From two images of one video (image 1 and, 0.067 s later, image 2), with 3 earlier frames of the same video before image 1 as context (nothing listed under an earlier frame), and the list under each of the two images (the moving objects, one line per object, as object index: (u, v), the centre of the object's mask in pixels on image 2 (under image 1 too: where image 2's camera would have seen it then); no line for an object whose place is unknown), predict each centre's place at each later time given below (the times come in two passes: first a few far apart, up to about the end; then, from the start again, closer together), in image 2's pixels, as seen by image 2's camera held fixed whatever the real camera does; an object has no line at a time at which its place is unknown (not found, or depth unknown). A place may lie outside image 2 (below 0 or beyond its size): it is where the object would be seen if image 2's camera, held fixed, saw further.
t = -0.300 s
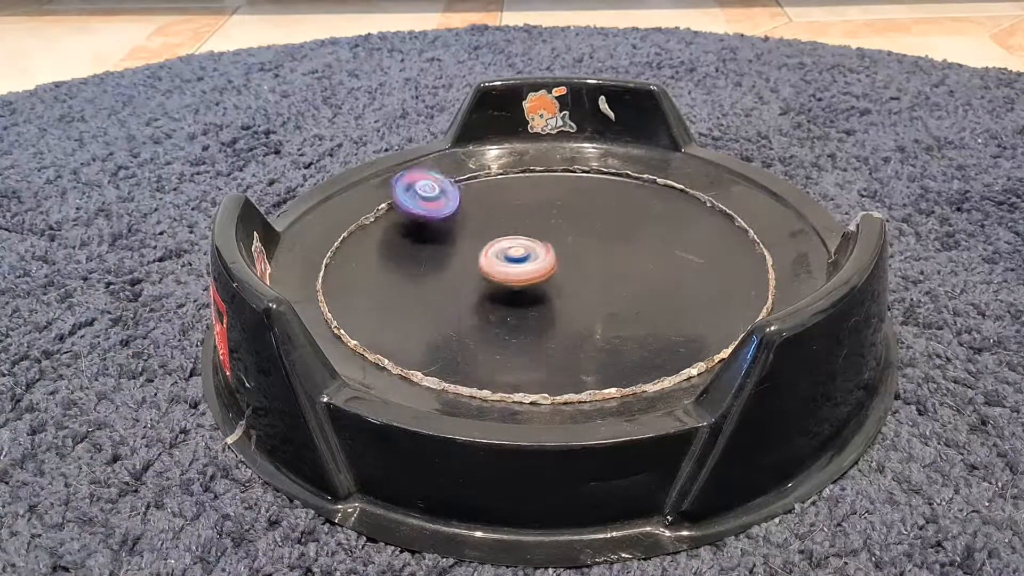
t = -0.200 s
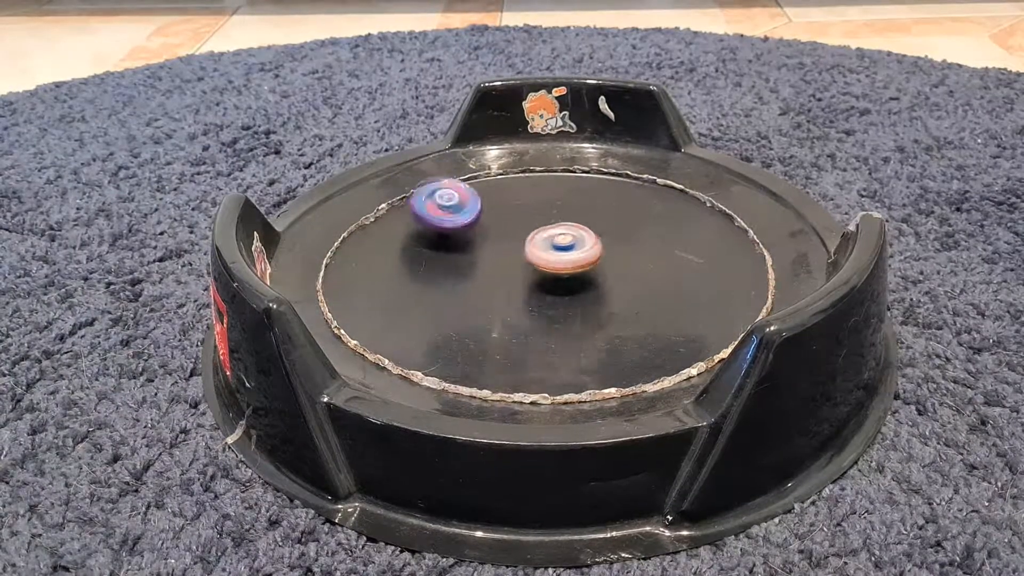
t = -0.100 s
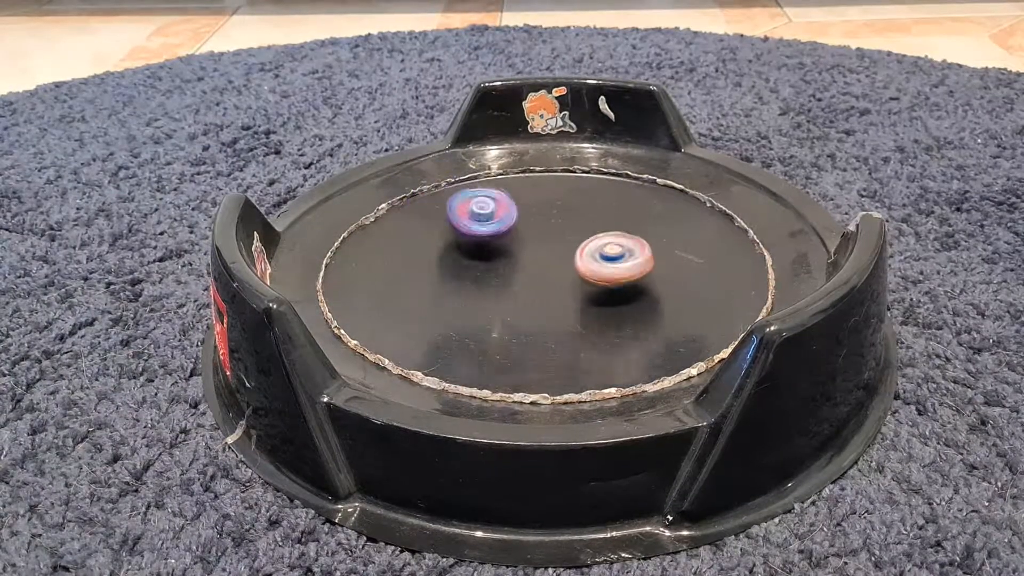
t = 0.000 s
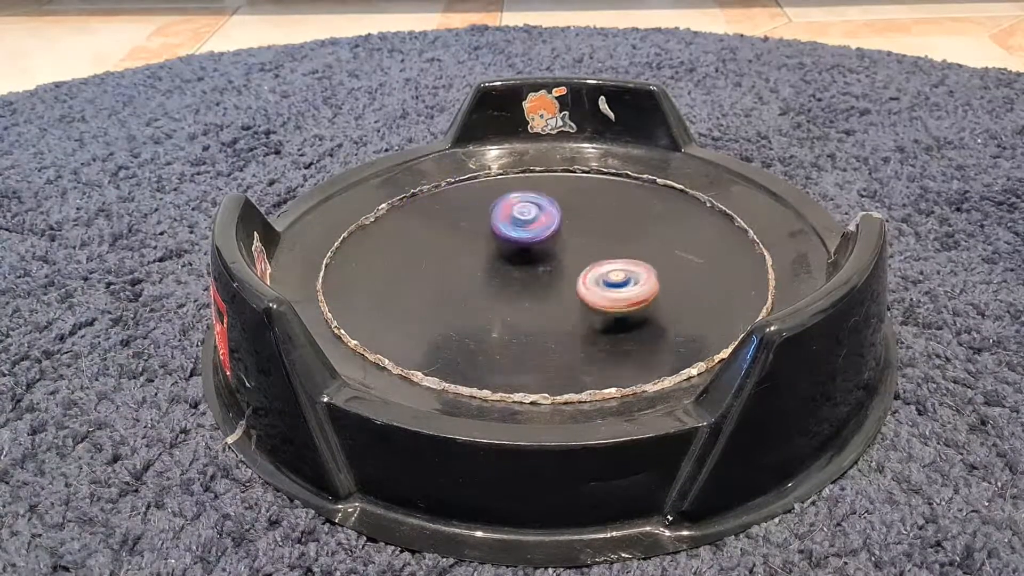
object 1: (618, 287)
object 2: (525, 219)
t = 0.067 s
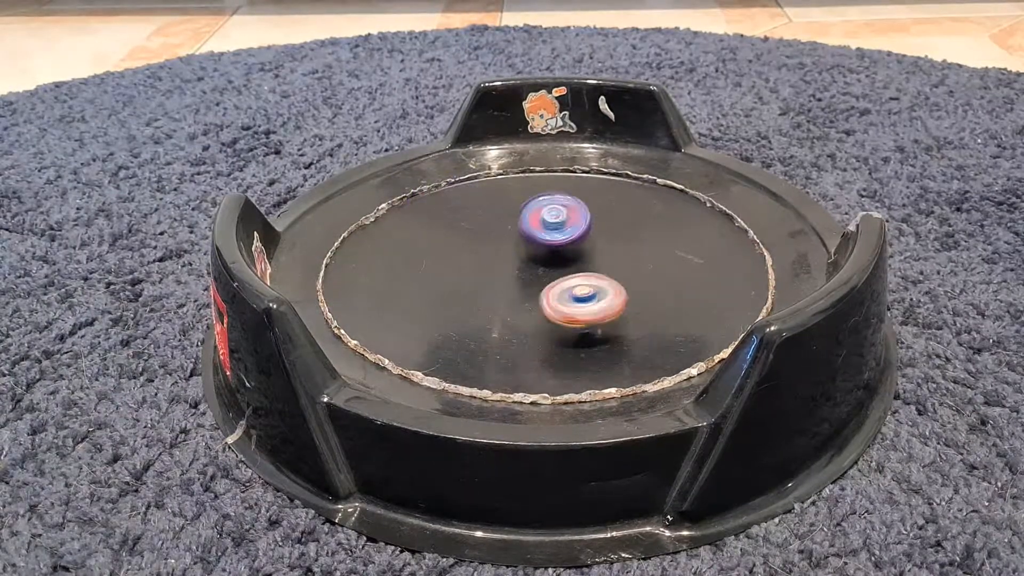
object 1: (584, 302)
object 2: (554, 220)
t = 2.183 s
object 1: (521, 286)
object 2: (516, 204)
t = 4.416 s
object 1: (543, 274)
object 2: (556, 223)
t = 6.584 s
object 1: (608, 263)
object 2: (525, 290)
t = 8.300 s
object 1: (591, 274)
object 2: (506, 289)
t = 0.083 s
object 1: (574, 303)
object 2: (561, 220)
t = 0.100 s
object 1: (560, 303)
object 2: (568, 220)
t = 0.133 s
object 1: (539, 301)
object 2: (583, 221)
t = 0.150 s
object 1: (528, 300)
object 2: (590, 221)
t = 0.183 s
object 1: (509, 293)
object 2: (603, 222)
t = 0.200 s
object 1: (503, 288)
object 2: (609, 222)
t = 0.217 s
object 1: (498, 284)
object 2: (616, 222)
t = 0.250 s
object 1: (491, 273)
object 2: (628, 222)
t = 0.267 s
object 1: (490, 267)
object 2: (633, 222)
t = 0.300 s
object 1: (492, 256)
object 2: (644, 222)
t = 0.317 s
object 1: (494, 251)
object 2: (650, 222)
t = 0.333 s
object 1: (498, 247)
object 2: (654, 222)
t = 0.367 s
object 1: (511, 237)
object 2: (662, 222)
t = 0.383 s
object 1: (517, 233)
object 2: (665, 224)
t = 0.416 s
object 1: (535, 228)
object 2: (670, 225)
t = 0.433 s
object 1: (543, 226)
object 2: (672, 226)
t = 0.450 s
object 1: (554, 225)
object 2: (673, 227)
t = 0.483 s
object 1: (572, 225)
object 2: (674, 231)
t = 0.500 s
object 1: (583, 226)
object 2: (673, 232)
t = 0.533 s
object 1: (598, 229)
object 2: (671, 237)
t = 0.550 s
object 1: (587, 230)
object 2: (688, 239)
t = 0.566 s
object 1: (576, 231)
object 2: (705, 241)
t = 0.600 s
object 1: (555, 231)
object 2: (729, 243)
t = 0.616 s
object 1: (546, 232)
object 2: (738, 244)
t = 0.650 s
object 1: (532, 233)
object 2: (750, 245)
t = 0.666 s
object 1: (525, 233)
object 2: (754, 246)
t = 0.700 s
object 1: (511, 233)
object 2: (740, 247)
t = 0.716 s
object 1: (505, 233)
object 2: (734, 246)
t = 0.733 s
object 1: (500, 232)
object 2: (727, 248)
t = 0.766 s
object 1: (488, 230)
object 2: (715, 249)
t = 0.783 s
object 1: (483, 228)
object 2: (711, 251)
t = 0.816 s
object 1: (473, 224)
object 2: (701, 256)
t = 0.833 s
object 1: (469, 222)
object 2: (696, 260)
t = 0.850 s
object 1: (465, 219)
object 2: (689, 266)
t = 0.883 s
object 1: (462, 217)
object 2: (677, 272)
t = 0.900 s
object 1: (462, 216)
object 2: (670, 277)
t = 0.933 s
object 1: (463, 216)
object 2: (656, 282)
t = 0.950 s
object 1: (464, 215)
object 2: (648, 286)
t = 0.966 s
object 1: (465, 217)
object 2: (641, 289)
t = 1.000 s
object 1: (468, 218)
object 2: (627, 295)
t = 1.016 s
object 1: (470, 220)
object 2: (617, 298)
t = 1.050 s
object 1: (475, 224)
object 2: (602, 302)
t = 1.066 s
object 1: (478, 227)
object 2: (593, 304)
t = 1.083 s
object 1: (480, 230)
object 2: (585, 306)
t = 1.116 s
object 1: (485, 237)
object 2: (568, 308)
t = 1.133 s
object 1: (486, 241)
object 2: (559, 309)
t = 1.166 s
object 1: (488, 250)
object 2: (542, 310)
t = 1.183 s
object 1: (488, 254)
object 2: (534, 309)
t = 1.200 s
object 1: (486, 258)
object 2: (525, 309)
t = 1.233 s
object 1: (483, 264)
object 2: (510, 308)
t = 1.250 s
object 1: (478, 265)
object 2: (504, 310)
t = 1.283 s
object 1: (468, 263)
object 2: (497, 313)
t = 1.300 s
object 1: (463, 262)
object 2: (492, 311)
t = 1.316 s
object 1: (460, 261)
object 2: (486, 312)
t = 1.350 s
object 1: (457, 259)
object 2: (476, 312)
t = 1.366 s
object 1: (457, 258)
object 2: (472, 310)
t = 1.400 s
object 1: (459, 256)
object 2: (462, 306)
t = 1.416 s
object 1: (461, 256)
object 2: (458, 305)
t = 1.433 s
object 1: (463, 255)
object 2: (454, 303)
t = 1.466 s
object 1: (470, 256)
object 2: (445, 298)
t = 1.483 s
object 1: (474, 257)
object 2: (441, 295)
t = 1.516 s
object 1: (483, 258)
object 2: (432, 289)
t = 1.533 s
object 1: (486, 259)
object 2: (429, 285)
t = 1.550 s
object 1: (491, 262)
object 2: (427, 282)
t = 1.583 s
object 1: (500, 264)
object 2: (422, 276)
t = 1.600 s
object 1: (505, 266)
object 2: (421, 273)
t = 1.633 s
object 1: (516, 269)
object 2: (418, 266)
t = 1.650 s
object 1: (521, 271)
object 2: (416, 264)
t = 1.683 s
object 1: (530, 275)
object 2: (416, 258)
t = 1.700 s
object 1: (533, 277)
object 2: (418, 255)
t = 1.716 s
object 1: (536, 280)
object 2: (419, 252)
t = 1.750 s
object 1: (544, 284)
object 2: (421, 246)
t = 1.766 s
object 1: (547, 286)
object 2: (422, 244)
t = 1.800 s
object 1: (552, 293)
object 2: (426, 238)
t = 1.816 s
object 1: (554, 296)
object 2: (429, 236)
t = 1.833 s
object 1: (554, 299)
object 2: (432, 233)
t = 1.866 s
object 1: (551, 304)
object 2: (438, 229)
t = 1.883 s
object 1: (548, 307)
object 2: (441, 227)
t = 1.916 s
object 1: (540, 310)
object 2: (448, 223)
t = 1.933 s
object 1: (535, 311)
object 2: (452, 221)
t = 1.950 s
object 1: (530, 311)
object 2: (456, 219)
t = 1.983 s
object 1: (523, 311)
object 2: (463, 215)
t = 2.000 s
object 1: (519, 310)
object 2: (467, 214)
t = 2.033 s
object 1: (513, 309)
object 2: (475, 211)
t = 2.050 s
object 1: (511, 307)
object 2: (479, 210)
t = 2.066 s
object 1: (510, 305)
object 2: (483, 209)
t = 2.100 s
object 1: (509, 301)
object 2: (492, 207)
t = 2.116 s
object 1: (508, 297)
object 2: (497, 207)
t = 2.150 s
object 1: (512, 292)
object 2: (506, 204)
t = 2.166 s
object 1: (516, 288)
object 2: (511, 204)
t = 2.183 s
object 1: (521, 286)
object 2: (516, 204)
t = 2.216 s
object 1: (533, 281)
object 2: (525, 205)
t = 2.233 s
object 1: (539, 279)
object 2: (531, 206)
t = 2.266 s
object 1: (554, 276)
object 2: (540, 207)
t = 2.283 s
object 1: (561, 274)
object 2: (546, 207)
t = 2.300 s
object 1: (569, 274)
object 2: (552, 209)
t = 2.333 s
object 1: (583, 273)
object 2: (560, 210)
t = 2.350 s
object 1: (591, 273)
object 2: (565, 211)
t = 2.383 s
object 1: (604, 273)
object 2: (574, 212)
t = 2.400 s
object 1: (611, 274)
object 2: (579, 214)
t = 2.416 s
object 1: (616, 275)
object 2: (585, 216)
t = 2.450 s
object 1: (624, 279)
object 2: (593, 219)
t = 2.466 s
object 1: (626, 282)
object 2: (598, 220)
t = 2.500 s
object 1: (627, 286)
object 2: (607, 226)
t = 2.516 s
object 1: (625, 288)
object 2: (610, 228)
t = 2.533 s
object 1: (621, 291)
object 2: (614, 229)
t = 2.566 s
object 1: (614, 294)
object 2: (622, 235)
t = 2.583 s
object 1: (609, 296)
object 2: (625, 237)
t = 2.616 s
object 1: (597, 298)
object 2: (632, 243)
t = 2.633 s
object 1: (591, 297)
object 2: (635, 245)
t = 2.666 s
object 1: (578, 297)
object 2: (640, 252)
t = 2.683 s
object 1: (572, 293)
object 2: (643, 253)
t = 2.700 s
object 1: (567, 290)
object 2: (644, 257)
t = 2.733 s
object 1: (559, 285)
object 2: (648, 261)
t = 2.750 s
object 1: (556, 281)
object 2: (651, 264)
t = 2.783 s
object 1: (553, 274)
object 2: (654, 269)
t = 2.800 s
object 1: (553, 270)
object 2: (655, 272)
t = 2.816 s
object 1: (552, 267)
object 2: (656, 274)
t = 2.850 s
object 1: (556, 259)
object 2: (656, 279)
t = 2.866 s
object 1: (558, 255)
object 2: (656, 282)
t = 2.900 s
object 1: (565, 249)
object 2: (654, 288)
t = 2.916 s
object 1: (569, 246)
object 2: (653, 290)
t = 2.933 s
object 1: (574, 244)
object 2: (653, 292)
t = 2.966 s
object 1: (584, 242)
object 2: (649, 297)
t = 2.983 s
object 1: (589, 241)
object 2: (646, 300)
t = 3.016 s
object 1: (598, 241)
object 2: (640, 305)
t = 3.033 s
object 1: (602, 242)
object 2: (637, 307)
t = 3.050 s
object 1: (605, 243)
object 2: (634, 308)
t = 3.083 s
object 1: (609, 245)
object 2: (626, 313)
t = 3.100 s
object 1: (610, 247)
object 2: (622, 313)
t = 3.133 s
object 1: (610, 251)
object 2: (614, 317)
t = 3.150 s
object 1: (610, 254)
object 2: (609, 319)
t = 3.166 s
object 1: (608, 256)
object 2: (605, 320)
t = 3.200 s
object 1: (602, 263)
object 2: (595, 321)
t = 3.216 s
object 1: (598, 266)
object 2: (590, 321)
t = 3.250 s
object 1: (587, 270)
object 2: (580, 322)
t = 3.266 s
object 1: (581, 272)
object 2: (573, 322)
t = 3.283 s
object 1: (574, 273)
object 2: (567, 323)
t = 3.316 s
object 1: (559, 274)
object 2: (557, 323)
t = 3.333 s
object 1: (553, 274)
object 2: (552, 322)
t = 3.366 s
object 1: (538, 273)
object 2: (541, 321)
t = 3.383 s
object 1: (532, 272)
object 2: (536, 319)
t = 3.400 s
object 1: (524, 271)
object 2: (530, 318)
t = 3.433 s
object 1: (513, 268)
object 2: (520, 315)
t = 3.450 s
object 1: (506, 266)
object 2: (516, 313)
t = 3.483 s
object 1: (497, 261)
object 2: (505, 309)
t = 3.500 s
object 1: (494, 258)
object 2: (500, 307)
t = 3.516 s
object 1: (491, 255)
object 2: (497, 305)
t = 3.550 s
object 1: (489, 249)
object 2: (488, 301)
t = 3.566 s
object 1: (491, 243)
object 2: (482, 295)
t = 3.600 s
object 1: (497, 239)
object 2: (476, 291)
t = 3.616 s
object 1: (501, 237)
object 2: (473, 287)
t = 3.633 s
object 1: (506, 237)
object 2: (470, 285)
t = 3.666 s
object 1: (515, 237)
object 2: (466, 281)
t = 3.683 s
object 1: (520, 238)
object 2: (463, 277)
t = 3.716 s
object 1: (529, 240)
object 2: (460, 272)
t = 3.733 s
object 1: (534, 242)
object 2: (460, 270)
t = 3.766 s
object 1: (541, 247)
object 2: (459, 265)
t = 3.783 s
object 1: (544, 250)
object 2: (458, 262)
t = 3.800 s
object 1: (548, 253)
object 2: (459, 260)
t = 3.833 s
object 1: (552, 261)
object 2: (460, 255)
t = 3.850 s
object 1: (554, 265)
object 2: (460, 252)
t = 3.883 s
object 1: (553, 272)
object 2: (463, 247)
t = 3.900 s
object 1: (552, 274)
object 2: (465, 246)
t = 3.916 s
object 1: (550, 278)
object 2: (466, 243)
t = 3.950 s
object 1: (545, 284)
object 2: (470, 238)
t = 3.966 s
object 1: (542, 286)
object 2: (472, 236)
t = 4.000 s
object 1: (533, 292)
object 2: (477, 232)
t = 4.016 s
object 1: (529, 293)
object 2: (479, 230)
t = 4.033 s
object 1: (524, 295)
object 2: (482, 228)
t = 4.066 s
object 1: (513, 297)
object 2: (486, 225)
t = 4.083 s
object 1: (507, 297)
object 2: (489, 224)
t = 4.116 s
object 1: (495, 295)
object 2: (494, 221)
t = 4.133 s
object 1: (490, 295)
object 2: (497, 220)
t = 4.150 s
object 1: (486, 293)
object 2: (501, 219)
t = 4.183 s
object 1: (481, 287)
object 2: (505, 218)
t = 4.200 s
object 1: (481, 286)
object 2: (509, 216)
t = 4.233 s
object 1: (483, 280)
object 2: (515, 216)
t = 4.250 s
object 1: (486, 278)
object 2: (518, 217)
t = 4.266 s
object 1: (490, 275)
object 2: (521, 218)
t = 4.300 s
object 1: (499, 273)
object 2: (530, 220)
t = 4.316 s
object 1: (505, 272)
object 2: (533, 220)
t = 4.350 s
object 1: (517, 271)
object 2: (540, 221)
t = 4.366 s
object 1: (525, 270)
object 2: (546, 223)
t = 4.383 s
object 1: (532, 270)
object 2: (550, 223)
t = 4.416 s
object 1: (543, 274)
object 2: (556, 223)
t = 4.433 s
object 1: (549, 275)
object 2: (560, 224)
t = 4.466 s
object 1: (560, 280)
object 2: (566, 221)
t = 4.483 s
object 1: (566, 283)
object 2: (570, 220)
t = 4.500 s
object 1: (569, 284)
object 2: (573, 220)
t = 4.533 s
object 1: (577, 290)
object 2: (577, 219)
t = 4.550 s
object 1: (581, 292)
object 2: (579, 220)
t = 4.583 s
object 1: (586, 297)
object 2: (583, 222)
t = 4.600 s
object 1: (588, 300)
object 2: (586, 223)
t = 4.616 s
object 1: (589, 302)
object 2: (588, 224)
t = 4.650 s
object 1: (588, 307)
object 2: (591, 228)
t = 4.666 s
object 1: (587, 309)
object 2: (593, 229)
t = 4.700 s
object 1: (580, 313)
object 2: (595, 233)
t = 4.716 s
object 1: (577, 314)
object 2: (597, 236)
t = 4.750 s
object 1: (571, 315)
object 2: (601, 241)
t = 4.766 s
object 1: (566, 315)
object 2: (601, 242)
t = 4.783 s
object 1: (562, 315)
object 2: (603, 245)
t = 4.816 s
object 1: (556, 312)
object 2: (606, 250)
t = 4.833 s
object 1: (551, 311)
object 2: (607, 252)
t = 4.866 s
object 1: (545, 307)
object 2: (610, 258)
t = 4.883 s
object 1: (542, 305)
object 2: (610, 260)
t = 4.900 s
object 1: (540, 301)
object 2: (611, 263)
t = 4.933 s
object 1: (538, 295)
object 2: (614, 267)
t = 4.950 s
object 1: (539, 292)
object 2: (614, 270)
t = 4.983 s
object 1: (531, 288)
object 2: (624, 273)
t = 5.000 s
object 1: (528, 285)
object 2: (628, 272)
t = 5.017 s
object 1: (527, 282)
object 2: (632, 274)
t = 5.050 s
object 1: (525, 278)
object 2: (639, 275)
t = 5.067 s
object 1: (525, 273)
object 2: (643, 276)
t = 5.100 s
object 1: (524, 267)
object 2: (648, 276)
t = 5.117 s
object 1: (525, 265)
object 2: (650, 276)
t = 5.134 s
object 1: (527, 261)
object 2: (651, 276)
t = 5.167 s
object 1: (530, 255)
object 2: (652, 276)
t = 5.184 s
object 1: (533, 253)
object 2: (652, 275)
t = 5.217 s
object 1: (539, 248)
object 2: (649, 276)
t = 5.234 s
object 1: (542, 246)
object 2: (645, 276)
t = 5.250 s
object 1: (547, 244)
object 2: (641, 276)
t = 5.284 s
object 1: (556, 240)
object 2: (635, 277)
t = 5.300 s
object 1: (561, 240)
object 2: (632, 276)
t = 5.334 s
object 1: (572, 238)
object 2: (620, 278)
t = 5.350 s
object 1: (576, 238)
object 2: (614, 279)
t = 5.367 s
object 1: (580, 239)
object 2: (608, 280)
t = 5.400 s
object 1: (587, 238)
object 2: (600, 286)
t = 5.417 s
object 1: (589, 237)
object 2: (597, 290)
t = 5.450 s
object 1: (592, 237)
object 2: (589, 296)
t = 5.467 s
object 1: (593, 238)
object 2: (586, 297)
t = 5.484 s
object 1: (593, 237)
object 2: (582, 298)
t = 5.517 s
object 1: (594, 239)
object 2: (573, 302)
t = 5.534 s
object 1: (594, 240)
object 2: (571, 304)
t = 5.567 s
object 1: (592, 241)
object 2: (563, 305)
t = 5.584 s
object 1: (591, 242)
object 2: (557, 306)
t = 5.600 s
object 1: (590, 244)
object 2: (553, 307)
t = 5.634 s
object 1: (586, 248)
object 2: (544, 308)
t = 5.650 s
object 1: (583, 251)
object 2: (538, 308)
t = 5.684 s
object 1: (575, 254)
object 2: (529, 309)
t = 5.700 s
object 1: (571, 256)
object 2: (524, 309)
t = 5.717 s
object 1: (568, 259)
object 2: (520, 308)
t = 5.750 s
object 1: (557, 262)
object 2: (509, 307)
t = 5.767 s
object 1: (553, 263)
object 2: (506, 307)
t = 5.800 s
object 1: (543, 264)
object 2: (499, 306)
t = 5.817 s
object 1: (537, 264)
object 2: (494, 304)
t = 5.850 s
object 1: (528, 265)
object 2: (486, 302)
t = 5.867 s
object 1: (524, 265)
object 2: (485, 302)
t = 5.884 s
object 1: (520, 263)
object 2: (477, 301)
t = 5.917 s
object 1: (512, 259)
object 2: (470, 302)
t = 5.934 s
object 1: (510, 257)
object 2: (465, 301)
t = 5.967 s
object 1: (505, 253)
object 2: (461, 301)
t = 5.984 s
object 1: (504, 251)
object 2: (459, 302)
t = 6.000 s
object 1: (504, 247)
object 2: (459, 301)
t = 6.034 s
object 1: (505, 243)
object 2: (458, 301)
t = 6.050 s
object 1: (506, 242)
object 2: (458, 300)
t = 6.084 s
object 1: (510, 240)
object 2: (461, 300)
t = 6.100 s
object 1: (512, 238)
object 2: (462, 298)
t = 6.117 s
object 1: (514, 238)
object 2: (465, 298)
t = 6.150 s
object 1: (519, 238)
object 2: (471, 296)
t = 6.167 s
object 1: (522, 238)
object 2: (474, 295)
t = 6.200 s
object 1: (527, 239)
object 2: (481, 291)
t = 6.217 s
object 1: (530, 241)
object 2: (483, 289)
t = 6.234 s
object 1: (533, 242)
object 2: (488, 288)
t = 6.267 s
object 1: (538, 245)
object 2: (496, 285)
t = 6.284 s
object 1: (542, 247)
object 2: (499, 284)
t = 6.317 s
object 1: (550, 247)
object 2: (499, 284)
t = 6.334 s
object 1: (555, 248)
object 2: (500, 285)
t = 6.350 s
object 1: (558, 249)
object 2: (502, 285)
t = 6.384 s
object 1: (566, 250)
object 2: (510, 284)
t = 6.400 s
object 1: (569, 252)
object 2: (513, 285)
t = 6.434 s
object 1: (575, 255)
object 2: (519, 285)
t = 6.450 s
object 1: (579, 255)
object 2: (519, 286)
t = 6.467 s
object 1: (582, 256)
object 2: (518, 287)
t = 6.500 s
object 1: (591, 256)
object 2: (520, 288)
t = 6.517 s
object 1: (595, 257)
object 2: (520, 288)
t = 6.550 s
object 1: (601, 259)
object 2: (522, 290)
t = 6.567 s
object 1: (606, 260)
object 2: (523, 290)
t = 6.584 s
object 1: (608, 263)
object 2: (525, 290)
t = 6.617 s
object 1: (612, 266)
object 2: (527, 290)
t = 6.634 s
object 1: (613, 268)
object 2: (529, 290)
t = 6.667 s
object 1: (613, 273)
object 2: (532, 289)
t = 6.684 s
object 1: (615, 274)
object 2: (532, 290)
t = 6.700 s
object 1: (618, 274)
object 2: (527, 291)
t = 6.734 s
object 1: (621, 275)
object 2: (521, 291)
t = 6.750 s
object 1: (622, 277)
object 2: (521, 291)
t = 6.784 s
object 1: (623, 279)
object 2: (515, 291)
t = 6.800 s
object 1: (620, 279)
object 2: (512, 291)
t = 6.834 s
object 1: (619, 282)
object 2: (509, 291)
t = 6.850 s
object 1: (616, 283)
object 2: (507, 291)
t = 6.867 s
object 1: (613, 284)
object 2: (508, 291)
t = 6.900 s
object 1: (605, 285)
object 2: (507, 292)
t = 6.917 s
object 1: (600, 285)
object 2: (506, 292)
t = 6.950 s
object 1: (592, 286)
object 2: (508, 291)
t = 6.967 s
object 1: (592, 285)
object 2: (507, 291)
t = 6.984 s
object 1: (592, 283)
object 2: (504, 290)
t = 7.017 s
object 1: (589, 282)
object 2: (501, 290)
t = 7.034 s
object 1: (590, 281)
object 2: (501, 289)
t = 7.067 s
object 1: (588, 279)
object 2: (501, 287)
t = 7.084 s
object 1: (586, 278)
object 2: (500, 286)
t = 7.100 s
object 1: (585, 277)
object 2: (501, 286)
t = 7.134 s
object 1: (581, 275)
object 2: (502, 283)
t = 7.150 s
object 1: (581, 272)
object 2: (500, 281)
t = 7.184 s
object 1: (586, 268)
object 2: (490, 279)
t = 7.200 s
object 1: (587, 266)
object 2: (488, 278)
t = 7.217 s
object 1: (587, 265)
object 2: (485, 278)
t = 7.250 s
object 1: (591, 262)
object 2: (482, 276)
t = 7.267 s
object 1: (594, 261)
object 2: (481, 276)
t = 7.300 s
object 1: (595, 257)
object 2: (477, 275)
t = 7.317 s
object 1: (594, 257)
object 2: (477, 274)
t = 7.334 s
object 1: (596, 256)
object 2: (477, 273)
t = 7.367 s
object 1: (597, 254)
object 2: (477, 273)
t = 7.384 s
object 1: (597, 252)
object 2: (478, 272)
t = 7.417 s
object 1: (597, 252)
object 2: (483, 271)
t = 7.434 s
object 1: (596, 252)
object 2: (484, 271)
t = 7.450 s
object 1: (596, 250)
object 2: (485, 271)
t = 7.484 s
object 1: (594, 250)
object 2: (491, 270)
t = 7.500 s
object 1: (593, 249)
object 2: (494, 270)
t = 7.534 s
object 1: (592, 251)
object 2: (502, 268)
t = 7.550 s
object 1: (591, 251)
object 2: (505, 269)
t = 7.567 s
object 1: (589, 250)
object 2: (507, 268)
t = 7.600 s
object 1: (587, 252)
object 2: (511, 268)
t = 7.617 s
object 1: (587, 251)
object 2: (511, 267)
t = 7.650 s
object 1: (588, 252)
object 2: (511, 267)
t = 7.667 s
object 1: (589, 253)
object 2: (512, 268)
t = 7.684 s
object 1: (590, 253)
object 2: (514, 270)
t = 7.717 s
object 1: (590, 254)
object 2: (515, 271)
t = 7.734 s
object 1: (591, 254)
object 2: (518, 272)
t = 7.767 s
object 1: (595, 254)
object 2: (518, 274)
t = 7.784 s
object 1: (596, 254)
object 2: (520, 275)
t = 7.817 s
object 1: (597, 255)
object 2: (522, 278)
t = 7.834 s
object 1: (598, 257)
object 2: (524, 278)
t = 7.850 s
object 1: (599, 258)
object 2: (525, 278)
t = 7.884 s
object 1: (600, 260)
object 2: (527, 280)
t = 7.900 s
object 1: (601, 260)
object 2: (526, 281)
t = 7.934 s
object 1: (602, 262)
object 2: (523, 283)
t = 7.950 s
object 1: (603, 263)
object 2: (524, 284)
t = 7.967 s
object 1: (603, 264)
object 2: (525, 285)
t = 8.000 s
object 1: (601, 268)
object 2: (524, 285)
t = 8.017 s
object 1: (600, 268)
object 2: (523, 286)
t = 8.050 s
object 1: (596, 269)
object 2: (521, 287)
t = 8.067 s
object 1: (600, 270)
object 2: (516, 288)
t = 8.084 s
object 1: (601, 270)
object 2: (511, 288)
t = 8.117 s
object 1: (602, 269)
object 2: (507, 291)
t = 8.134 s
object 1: (602, 270)
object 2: (506, 291)
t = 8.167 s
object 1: (600, 271)
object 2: (505, 291)
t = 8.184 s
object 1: (600, 271)
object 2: (507, 291)
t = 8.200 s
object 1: (601, 272)
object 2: (506, 292)
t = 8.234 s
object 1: (598, 271)
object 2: (504, 291)
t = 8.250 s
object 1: (594, 271)
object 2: (503, 290)
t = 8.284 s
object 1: (591, 273)
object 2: (505, 290)
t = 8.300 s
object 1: (591, 274)
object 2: (506, 289)
